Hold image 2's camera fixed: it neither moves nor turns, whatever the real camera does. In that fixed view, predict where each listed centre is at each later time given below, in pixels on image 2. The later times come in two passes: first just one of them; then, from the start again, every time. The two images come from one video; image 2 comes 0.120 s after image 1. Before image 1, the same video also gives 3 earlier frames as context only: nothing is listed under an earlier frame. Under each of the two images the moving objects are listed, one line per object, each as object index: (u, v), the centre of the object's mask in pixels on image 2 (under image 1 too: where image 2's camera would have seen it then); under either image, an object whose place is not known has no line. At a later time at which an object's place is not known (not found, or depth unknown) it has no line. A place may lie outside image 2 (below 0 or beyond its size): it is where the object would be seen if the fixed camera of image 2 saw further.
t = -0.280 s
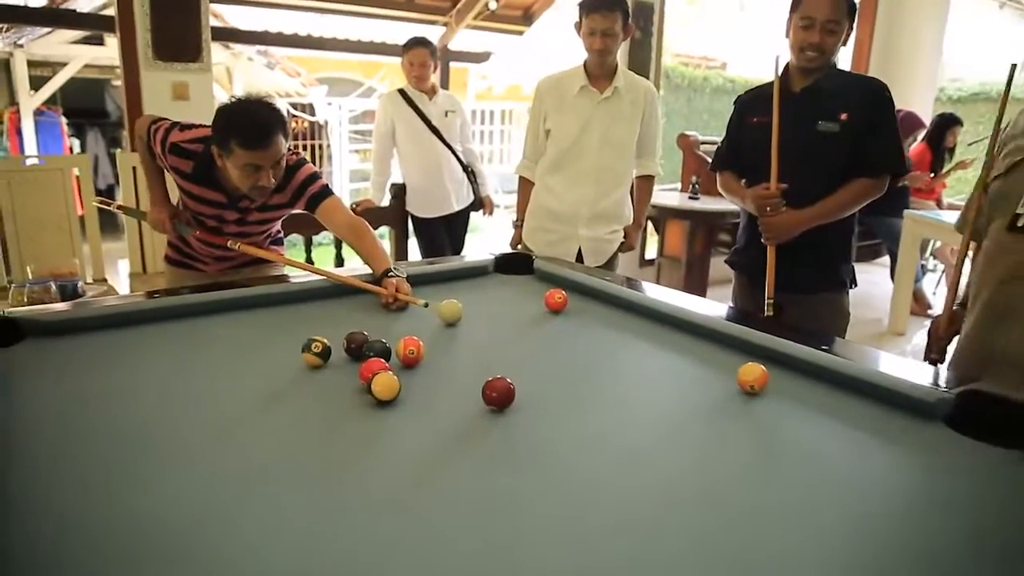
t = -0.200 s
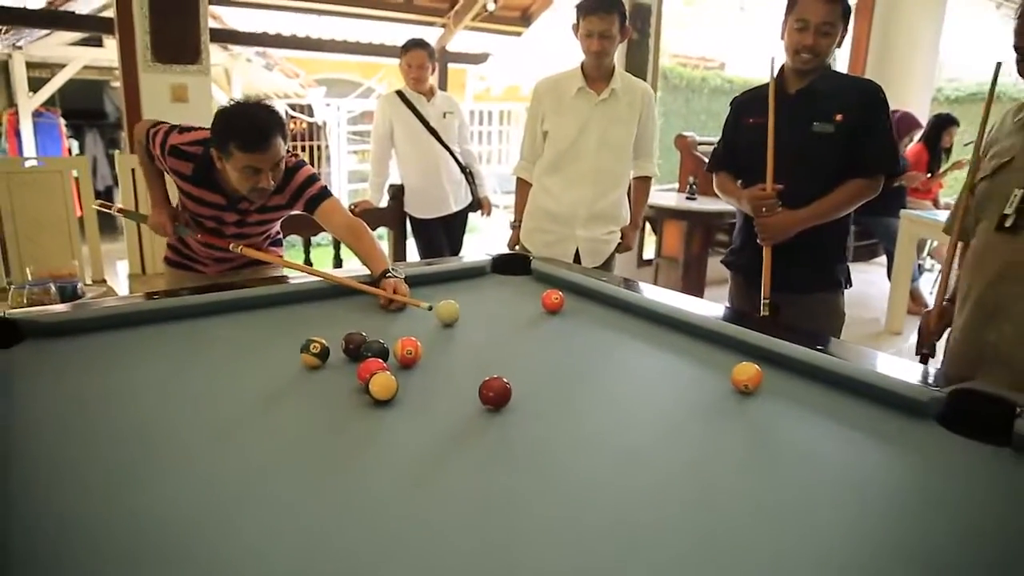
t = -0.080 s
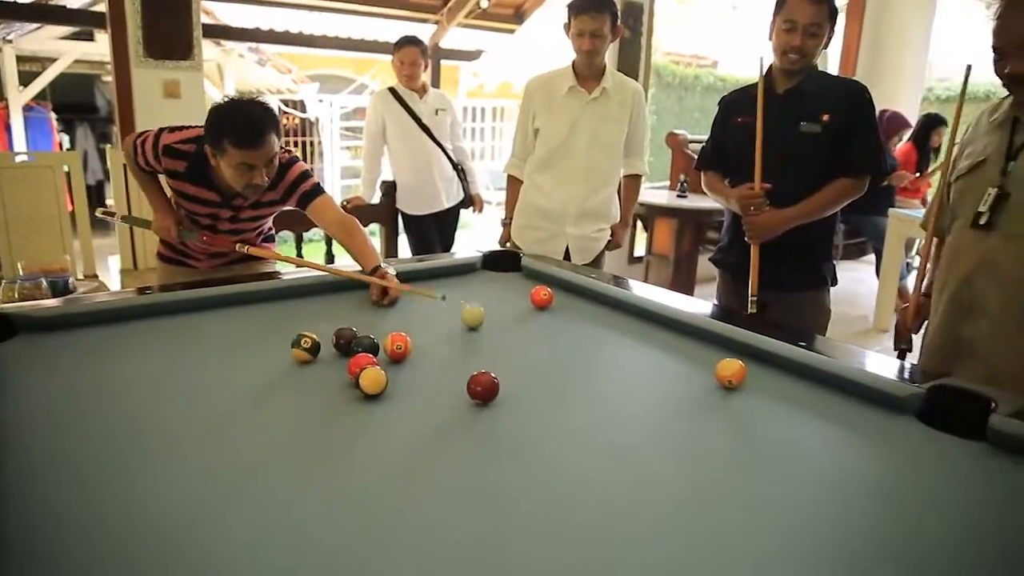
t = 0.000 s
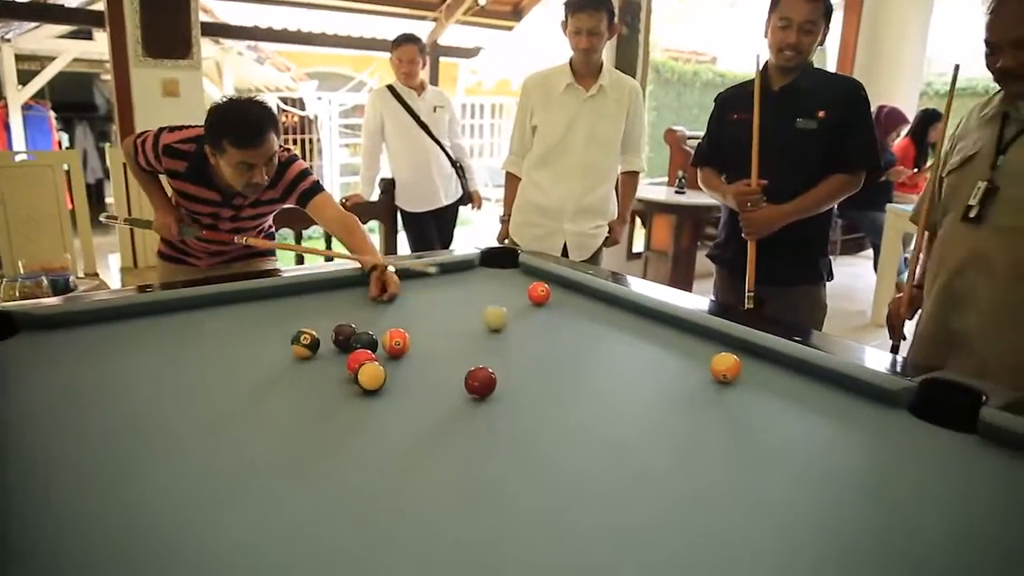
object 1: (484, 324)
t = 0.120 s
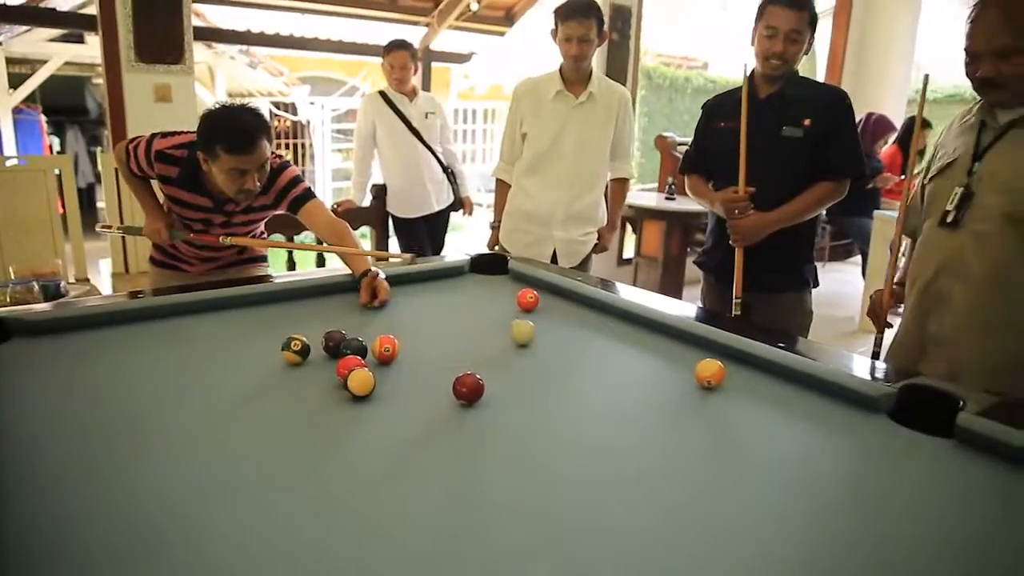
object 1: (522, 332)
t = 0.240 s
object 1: (561, 341)
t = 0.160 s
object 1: (535, 335)
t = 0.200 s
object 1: (548, 339)
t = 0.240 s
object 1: (561, 341)
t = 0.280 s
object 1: (576, 345)
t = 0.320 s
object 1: (588, 347)
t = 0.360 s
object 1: (602, 351)
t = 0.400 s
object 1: (617, 354)
